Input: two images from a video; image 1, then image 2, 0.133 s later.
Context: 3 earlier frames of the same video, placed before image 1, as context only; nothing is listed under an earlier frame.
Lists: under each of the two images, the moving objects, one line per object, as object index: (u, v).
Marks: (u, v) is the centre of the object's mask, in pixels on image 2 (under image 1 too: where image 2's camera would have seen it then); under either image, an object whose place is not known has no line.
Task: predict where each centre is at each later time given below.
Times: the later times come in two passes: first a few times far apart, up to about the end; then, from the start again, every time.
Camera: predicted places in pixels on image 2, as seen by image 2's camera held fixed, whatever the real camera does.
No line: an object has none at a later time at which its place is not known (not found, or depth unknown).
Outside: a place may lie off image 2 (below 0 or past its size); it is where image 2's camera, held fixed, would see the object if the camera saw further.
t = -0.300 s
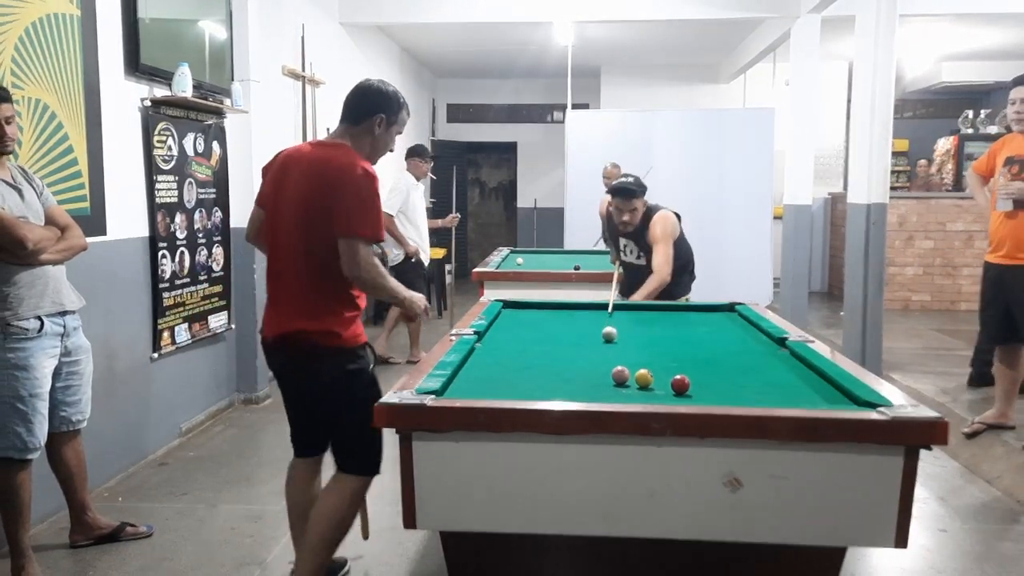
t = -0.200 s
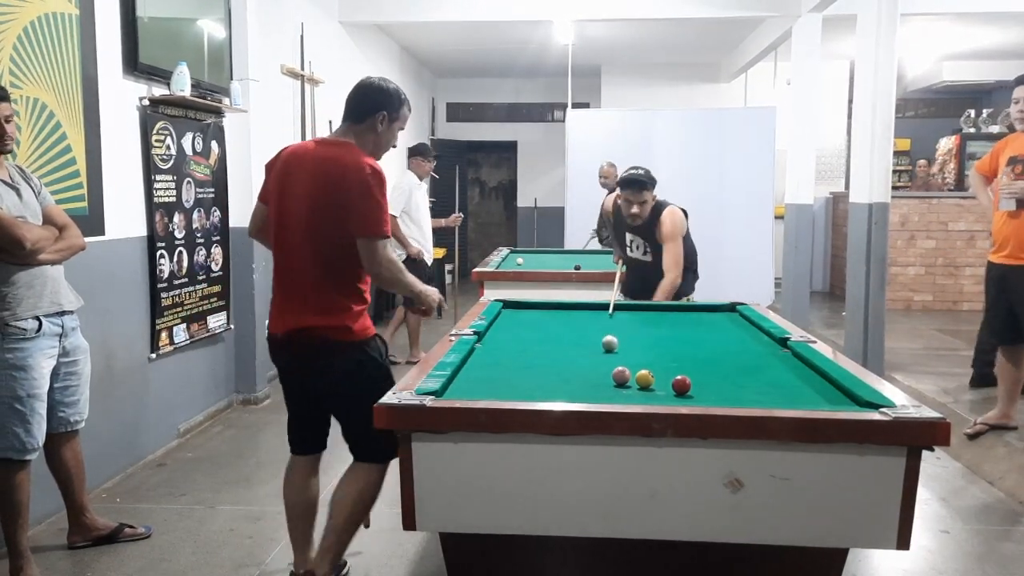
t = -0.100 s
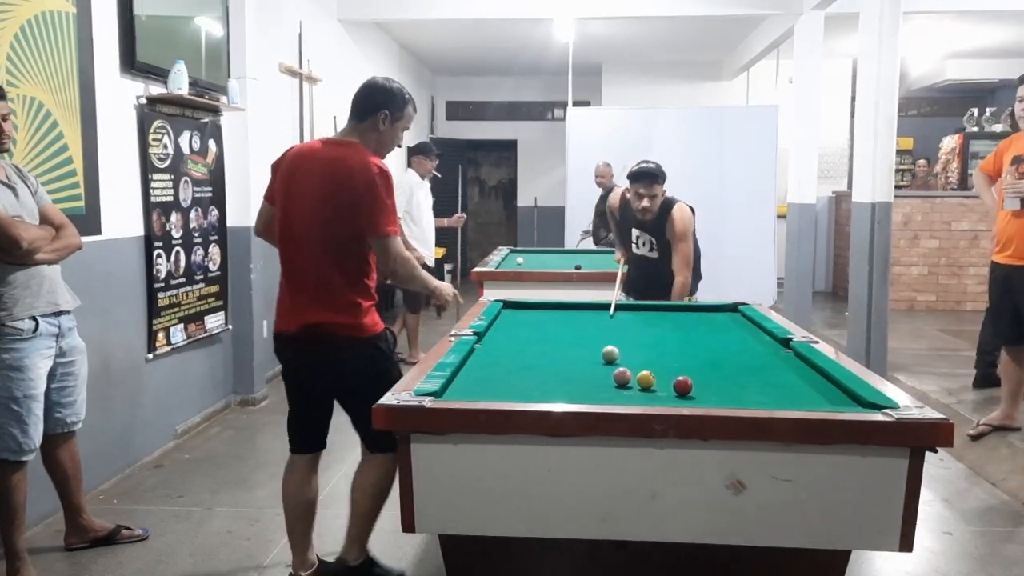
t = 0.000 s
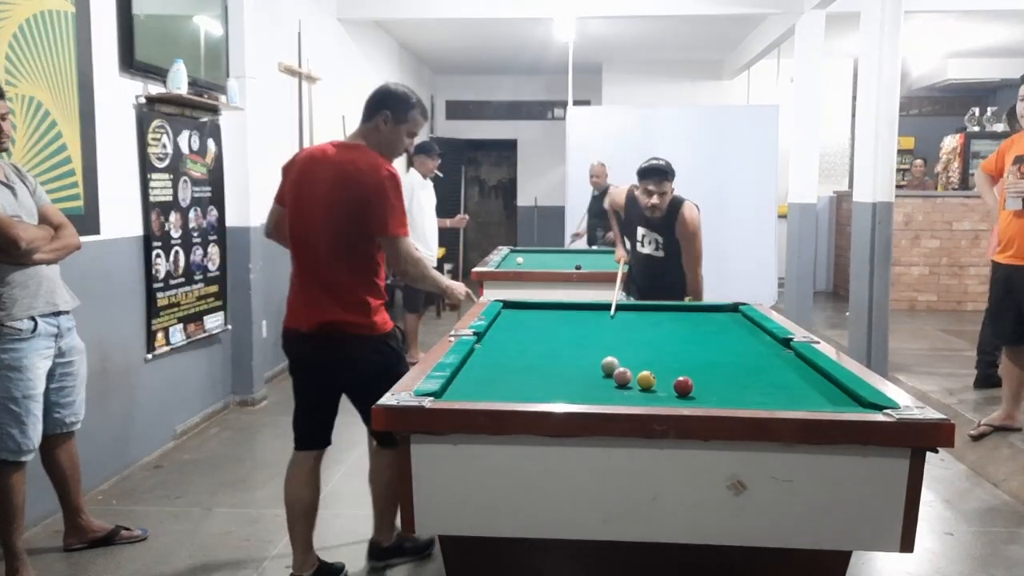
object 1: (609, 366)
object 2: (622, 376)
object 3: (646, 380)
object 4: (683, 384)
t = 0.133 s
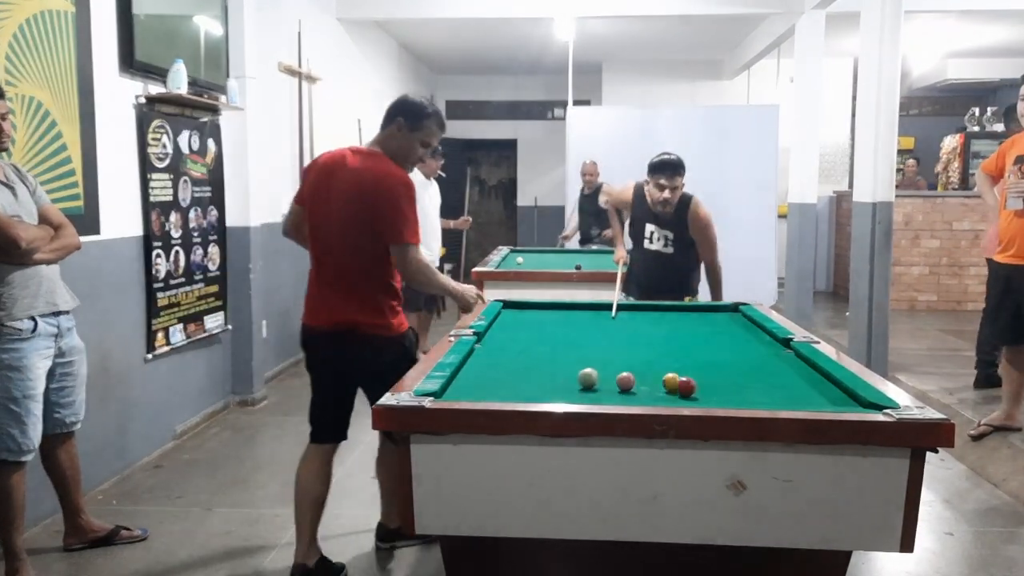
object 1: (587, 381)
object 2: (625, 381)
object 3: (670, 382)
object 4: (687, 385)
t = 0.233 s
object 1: (565, 387)
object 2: (623, 386)
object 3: (685, 381)
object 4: (706, 389)
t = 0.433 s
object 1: (519, 392)
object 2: (618, 393)
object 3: (710, 379)
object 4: (743, 396)
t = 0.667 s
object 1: (485, 380)
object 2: (610, 397)
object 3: (736, 377)
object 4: (783, 400)
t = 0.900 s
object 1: (473, 368)
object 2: (598, 393)
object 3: (760, 376)
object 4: (802, 398)
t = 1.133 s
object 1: (499, 359)
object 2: (587, 389)
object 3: (783, 375)
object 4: (824, 395)
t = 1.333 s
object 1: (519, 353)
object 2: (581, 385)
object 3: (799, 373)
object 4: (835, 391)
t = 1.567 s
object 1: (539, 346)
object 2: (573, 380)
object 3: (816, 372)
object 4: (831, 388)
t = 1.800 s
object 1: (557, 340)
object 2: (568, 376)
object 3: (805, 370)
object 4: (816, 384)
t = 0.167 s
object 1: (580, 382)
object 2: (624, 383)
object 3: (676, 381)
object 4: (694, 387)
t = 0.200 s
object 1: (573, 384)
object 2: (624, 384)
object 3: (680, 381)
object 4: (701, 388)
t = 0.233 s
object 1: (565, 387)
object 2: (623, 386)
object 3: (685, 381)
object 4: (706, 389)
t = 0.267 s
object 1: (556, 389)
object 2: (622, 387)
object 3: (689, 381)
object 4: (713, 391)
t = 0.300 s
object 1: (548, 391)
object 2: (621, 389)
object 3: (693, 380)
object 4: (718, 392)
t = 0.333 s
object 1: (539, 392)
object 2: (620, 390)
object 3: (697, 380)
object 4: (725, 393)
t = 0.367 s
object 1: (531, 394)
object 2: (620, 391)
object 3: (702, 380)
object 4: (731, 394)
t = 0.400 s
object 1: (524, 393)
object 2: (619, 392)
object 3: (706, 380)
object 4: (737, 395)
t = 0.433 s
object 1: (519, 392)
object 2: (618, 393)
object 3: (710, 379)
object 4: (743, 396)
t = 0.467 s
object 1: (514, 391)
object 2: (617, 394)
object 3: (713, 379)
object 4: (749, 397)
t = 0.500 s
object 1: (508, 389)
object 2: (616, 395)
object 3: (717, 379)
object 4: (756, 398)
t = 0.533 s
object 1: (503, 388)
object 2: (615, 396)
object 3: (721, 378)
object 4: (762, 399)
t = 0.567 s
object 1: (499, 386)
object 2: (614, 396)
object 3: (725, 378)
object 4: (768, 399)
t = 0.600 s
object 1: (494, 385)
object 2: (614, 397)
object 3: (729, 378)
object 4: (775, 400)
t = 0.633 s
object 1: (489, 382)
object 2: (612, 397)
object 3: (733, 378)
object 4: (779, 400)
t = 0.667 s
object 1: (485, 380)
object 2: (610, 397)
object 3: (736, 377)
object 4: (783, 400)
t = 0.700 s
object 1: (480, 378)
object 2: (608, 396)
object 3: (740, 377)
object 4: (785, 400)
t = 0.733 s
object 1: (476, 376)
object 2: (607, 396)
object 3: (743, 377)
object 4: (788, 399)
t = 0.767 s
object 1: (472, 374)
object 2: (605, 395)
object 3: (747, 376)
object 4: (791, 399)
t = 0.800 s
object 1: (468, 372)
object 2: (603, 395)
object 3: (750, 376)
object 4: (794, 399)
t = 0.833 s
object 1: (465, 370)
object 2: (601, 394)
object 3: (754, 376)
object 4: (797, 399)
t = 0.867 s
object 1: (469, 369)
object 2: (600, 394)
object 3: (757, 376)
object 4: (800, 398)
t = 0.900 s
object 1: (473, 368)
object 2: (598, 393)
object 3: (760, 376)
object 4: (802, 398)
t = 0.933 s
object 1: (477, 367)
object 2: (597, 393)
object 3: (763, 375)
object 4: (805, 397)
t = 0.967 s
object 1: (481, 365)
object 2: (595, 392)
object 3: (766, 375)
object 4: (807, 396)
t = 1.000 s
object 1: (485, 364)
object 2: (593, 391)
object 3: (769, 374)
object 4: (810, 396)
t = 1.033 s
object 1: (488, 362)
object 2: (592, 391)
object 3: (772, 374)
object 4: (814, 396)
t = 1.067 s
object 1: (492, 361)
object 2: (590, 391)
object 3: (776, 374)
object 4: (817, 395)
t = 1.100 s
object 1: (495, 360)
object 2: (589, 390)
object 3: (779, 374)
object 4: (820, 395)
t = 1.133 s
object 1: (499, 359)
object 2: (587, 389)
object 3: (783, 375)
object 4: (824, 395)
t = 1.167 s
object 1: (502, 358)
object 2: (586, 389)
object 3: (786, 374)
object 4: (826, 395)
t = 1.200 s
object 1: (505, 357)
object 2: (585, 388)
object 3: (788, 374)
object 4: (828, 395)
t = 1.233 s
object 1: (509, 356)
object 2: (584, 387)
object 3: (791, 374)
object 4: (830, 394)
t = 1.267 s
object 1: (512, 355)
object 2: (583, 386)
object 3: (794, 374)
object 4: (831, 393)
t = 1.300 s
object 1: (516, 354)
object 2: (581, 386)
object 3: (796, 374)
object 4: (833, 393)
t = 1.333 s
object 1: (519, 353)
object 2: (581, 385)
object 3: (799, 373)
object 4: (835, 391)
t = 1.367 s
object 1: (522, 352)
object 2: (579, 384)
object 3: (801, 373)
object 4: (838, 391)
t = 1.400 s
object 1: (525, 351)
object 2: (578, 383)
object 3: (804, 373)
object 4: (840, 390)
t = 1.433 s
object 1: (528, 350)
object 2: (577, 383)
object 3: (807, 373)
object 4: (841, 390)
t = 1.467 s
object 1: (531, 349)
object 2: (576, 382)
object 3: (809, 373)
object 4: (839, 389)
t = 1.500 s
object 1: (534, 348)
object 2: (575, 381)
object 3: (811, 372)
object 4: (836, 389)
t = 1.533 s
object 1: (536, 347)
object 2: (574, 381)
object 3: (813, 372)
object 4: (834, 388)
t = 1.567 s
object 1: (539, 346)
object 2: (573, 380)
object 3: (816, 372)
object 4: (831, 388)
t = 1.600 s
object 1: (542, 345)
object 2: (573, 379)
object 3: (815, 372)
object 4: (829, 387)
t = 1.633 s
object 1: (545, 344)
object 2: (572, 379)
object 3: (813, 371)
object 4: (827, 387)
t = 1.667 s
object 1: (547, 343)
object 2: (571, 378)
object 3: (811, 371)
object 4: (824, 386)
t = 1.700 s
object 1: (550, 342)
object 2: (570, 377)
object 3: (809, 371)
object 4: (822, 385)
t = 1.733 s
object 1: (552, 341)
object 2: (569, 377)
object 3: (808, 371)
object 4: (820, 385)
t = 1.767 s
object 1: (554, 341)
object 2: (568, 377)
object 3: (806, 370)
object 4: (818, 385)
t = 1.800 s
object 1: (557, 340)
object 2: (568, 376)
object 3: (805, 370)
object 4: (816, 384)
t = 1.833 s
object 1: (559, 339)
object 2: (567, 376)
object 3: (803, 370)
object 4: (814, 384)
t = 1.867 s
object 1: (562, 338)
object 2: (567, 375)
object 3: (801, 369)
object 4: (812, 383)
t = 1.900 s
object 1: (564, 337)
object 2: (566, 375)
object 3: (800, 369)
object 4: (810, 383)
